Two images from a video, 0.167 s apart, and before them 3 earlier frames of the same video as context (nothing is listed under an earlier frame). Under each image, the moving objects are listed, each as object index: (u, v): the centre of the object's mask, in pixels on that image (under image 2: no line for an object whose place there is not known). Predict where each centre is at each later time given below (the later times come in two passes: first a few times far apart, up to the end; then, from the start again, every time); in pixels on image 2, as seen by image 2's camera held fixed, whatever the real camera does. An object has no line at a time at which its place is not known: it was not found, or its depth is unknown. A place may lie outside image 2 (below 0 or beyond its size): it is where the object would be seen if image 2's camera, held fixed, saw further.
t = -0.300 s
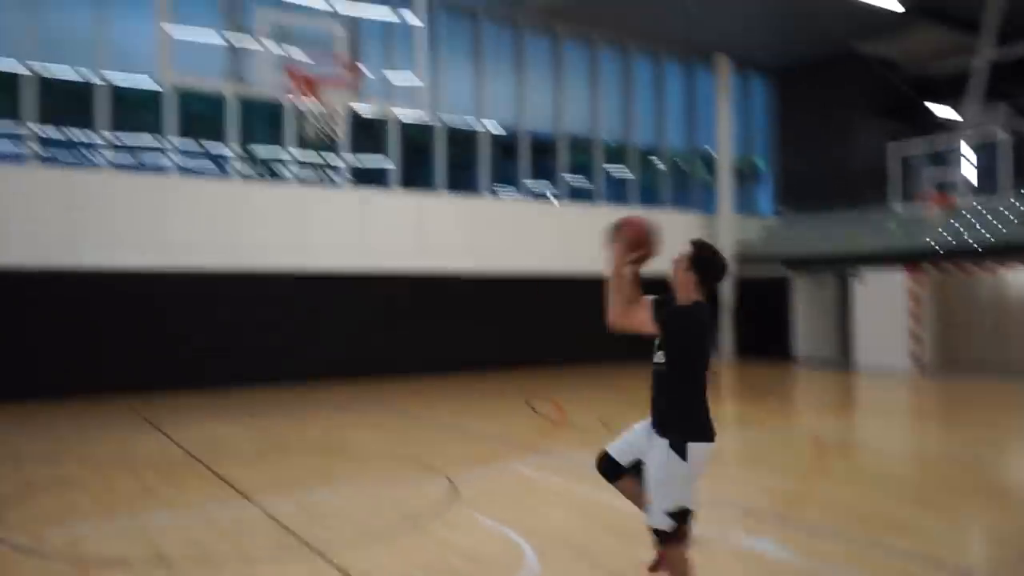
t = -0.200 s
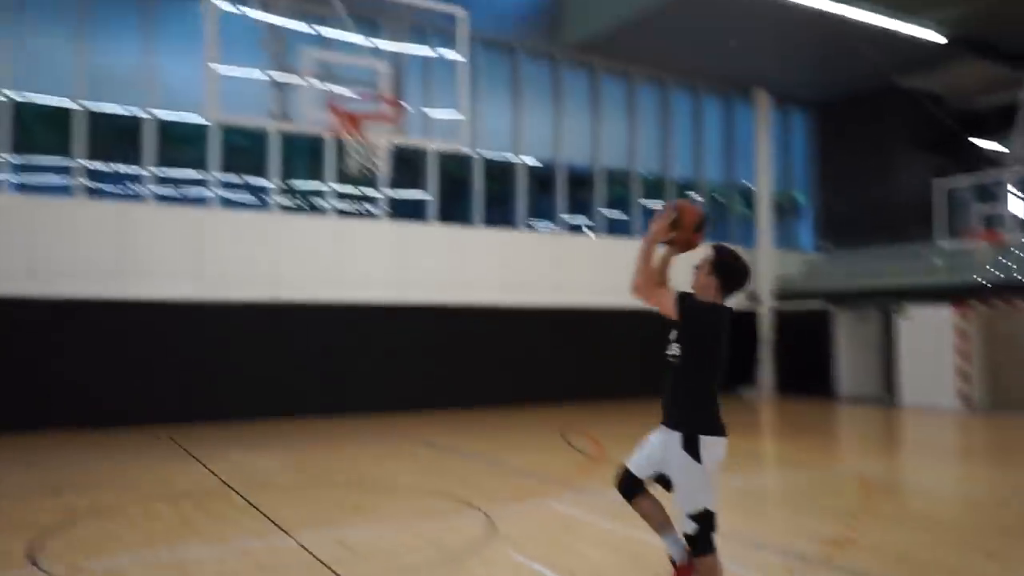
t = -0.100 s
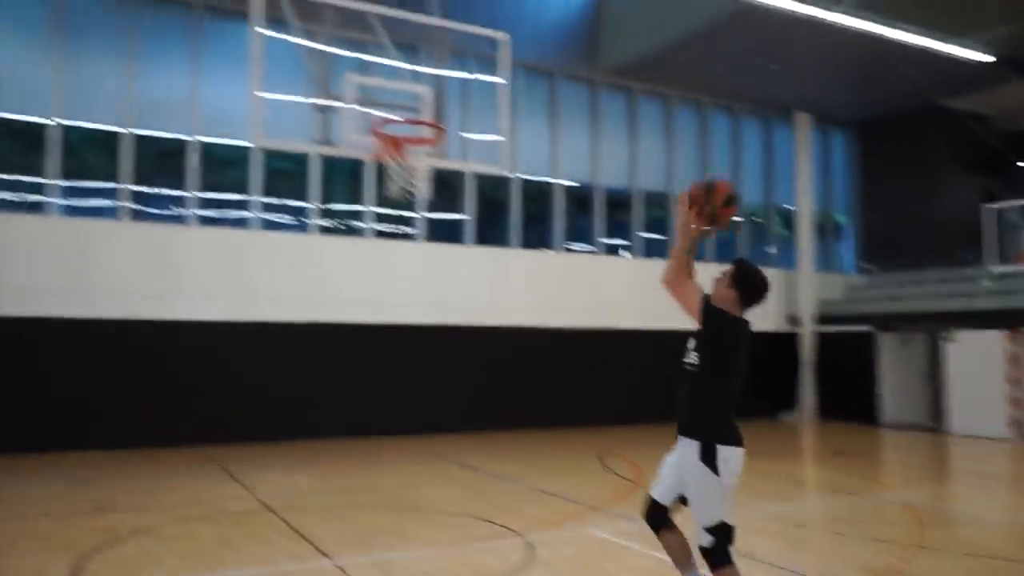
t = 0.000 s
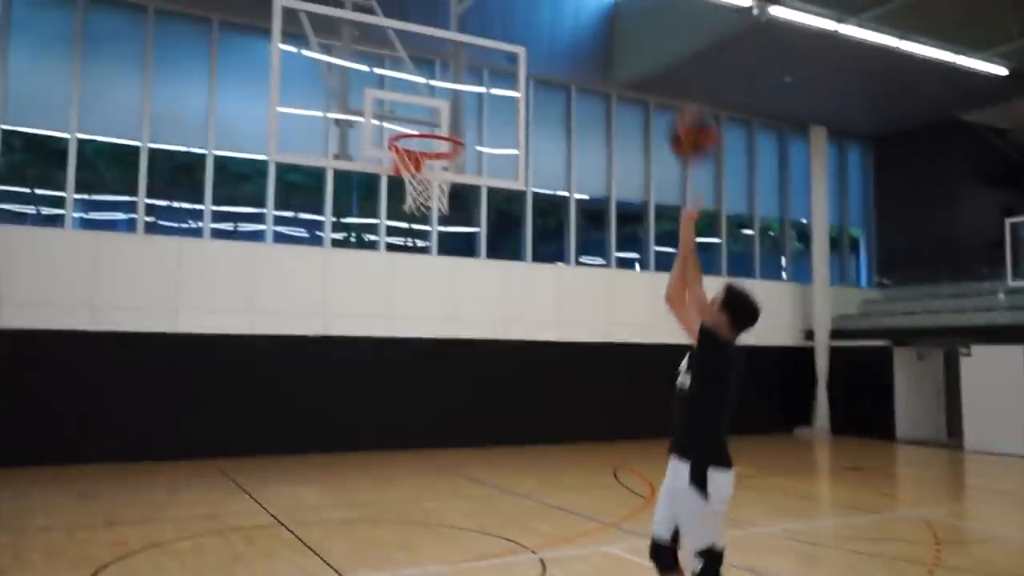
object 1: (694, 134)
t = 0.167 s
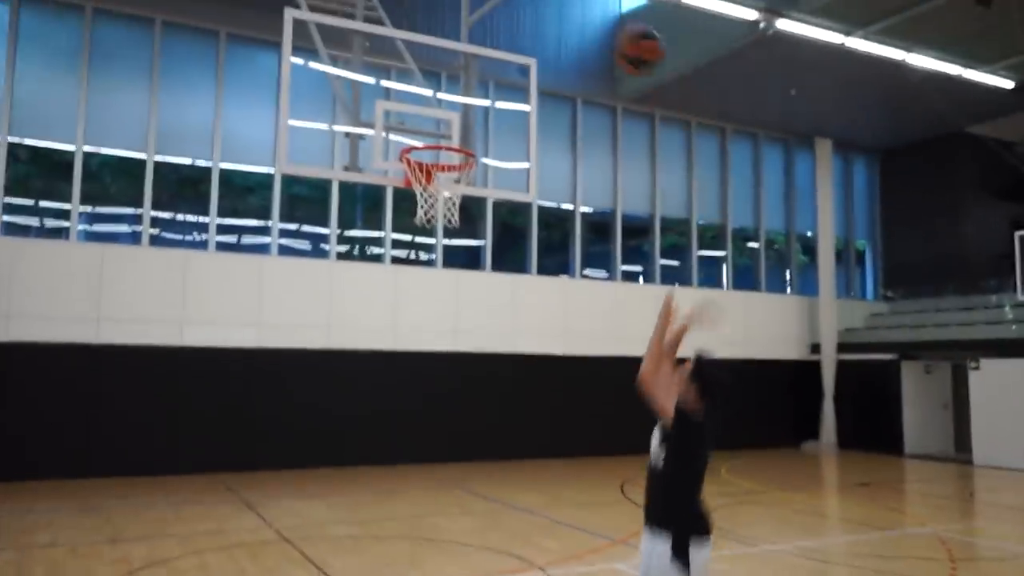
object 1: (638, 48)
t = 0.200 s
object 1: (629, 35)
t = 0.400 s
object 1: (562, 8)
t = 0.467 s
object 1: (544, 13)
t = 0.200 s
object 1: (629, 35)
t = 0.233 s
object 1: (619, 27)
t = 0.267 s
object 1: (607, 20)
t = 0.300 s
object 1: (594, 14)
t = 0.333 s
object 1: (583, 9)
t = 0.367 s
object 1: (572, 8)
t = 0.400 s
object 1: (562, 8)
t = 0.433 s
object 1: (553, 9)
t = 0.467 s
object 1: (544, 13)
